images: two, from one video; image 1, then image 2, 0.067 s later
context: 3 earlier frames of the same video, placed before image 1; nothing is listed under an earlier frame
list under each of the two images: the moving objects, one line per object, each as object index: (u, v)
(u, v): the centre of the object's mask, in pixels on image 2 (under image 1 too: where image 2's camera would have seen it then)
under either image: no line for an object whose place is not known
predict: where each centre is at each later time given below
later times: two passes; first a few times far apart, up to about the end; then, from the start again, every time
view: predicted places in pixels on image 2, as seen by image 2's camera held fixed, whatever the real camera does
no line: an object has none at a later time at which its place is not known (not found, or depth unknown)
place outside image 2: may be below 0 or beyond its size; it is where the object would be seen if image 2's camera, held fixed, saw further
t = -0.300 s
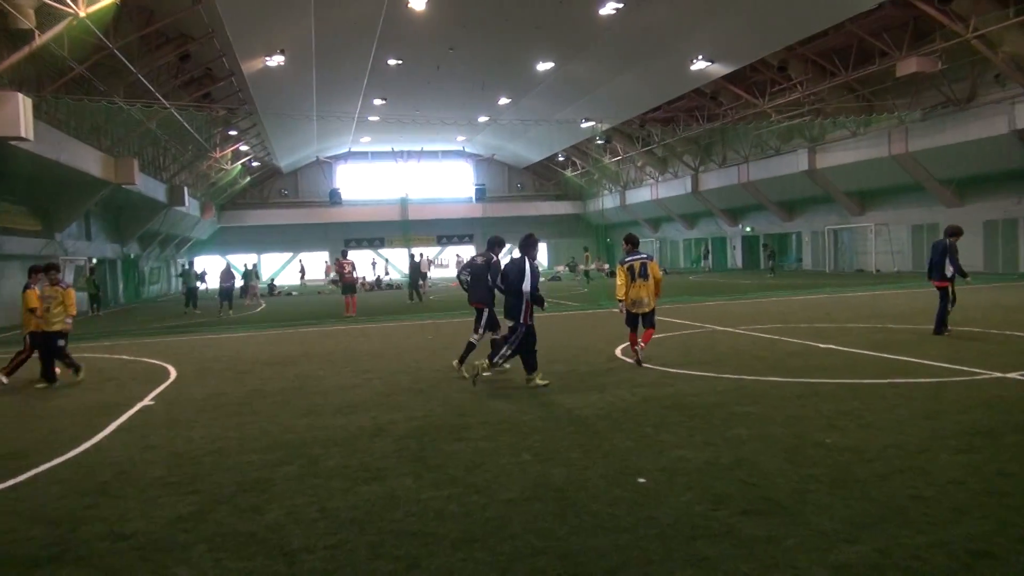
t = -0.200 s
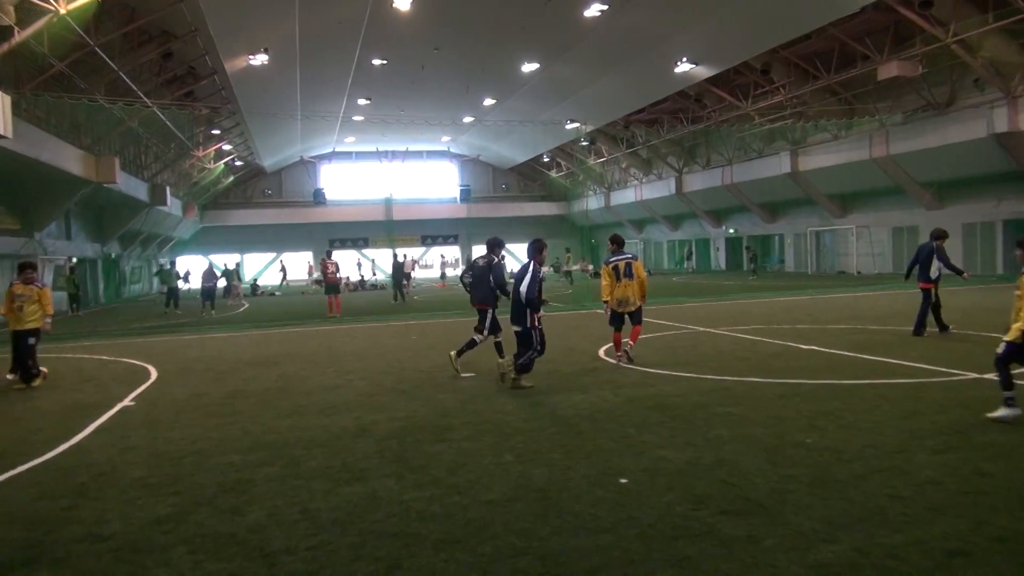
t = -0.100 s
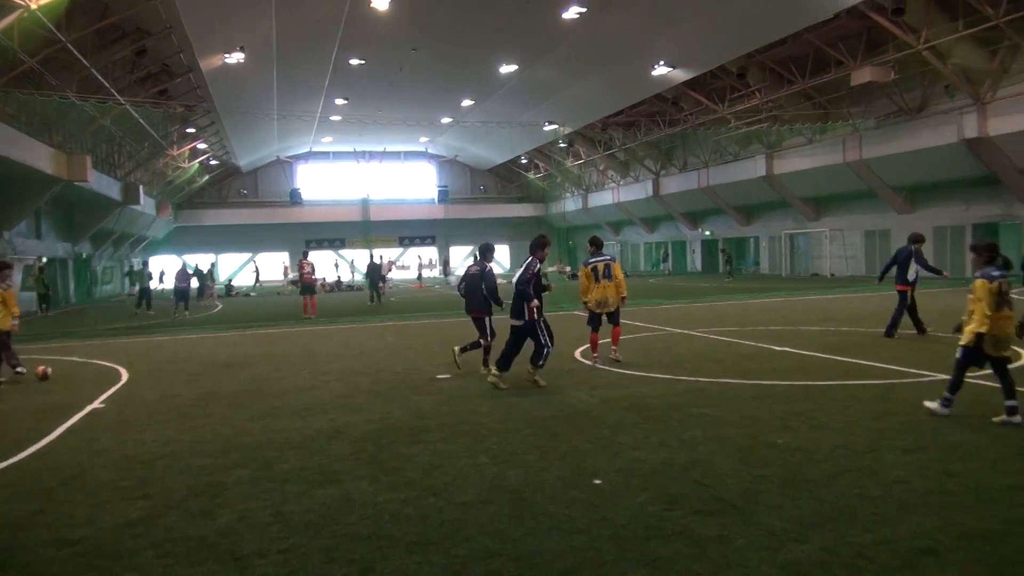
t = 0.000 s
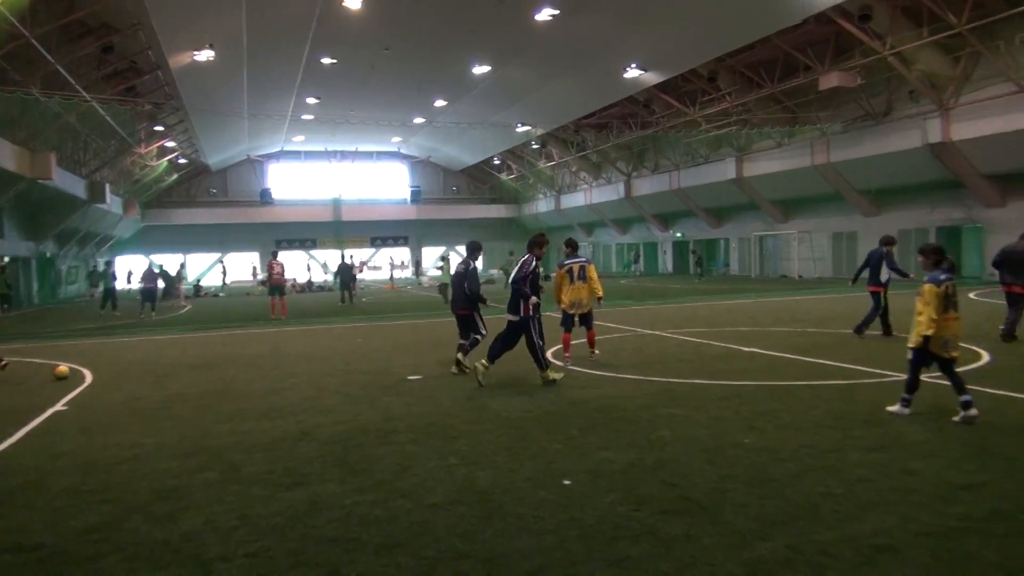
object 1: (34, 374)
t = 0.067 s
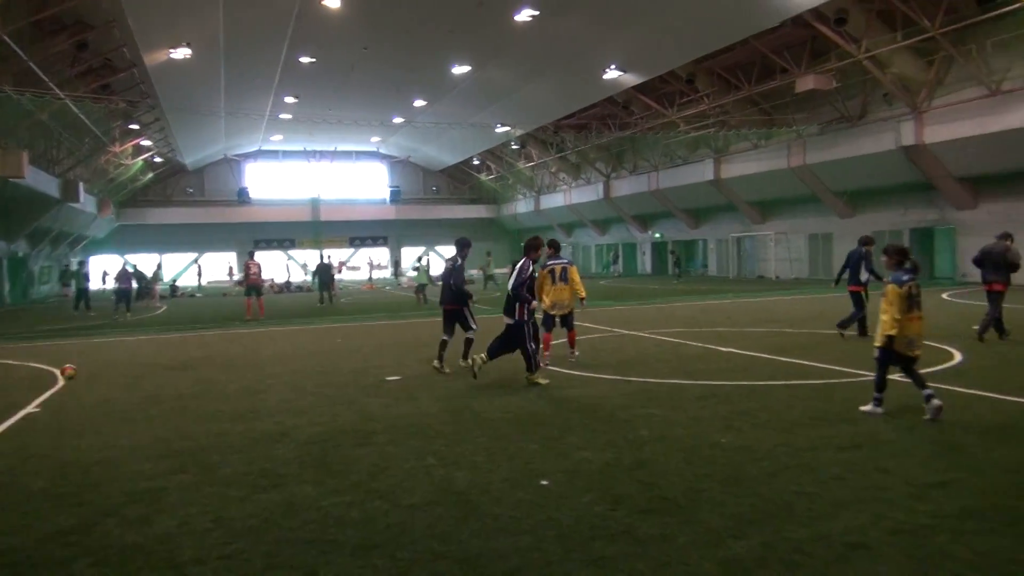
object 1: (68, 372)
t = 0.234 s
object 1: (146, 368)
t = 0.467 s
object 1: (236, 362)
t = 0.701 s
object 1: (313, 357)
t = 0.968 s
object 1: (394, 353)
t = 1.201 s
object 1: (460, 350)
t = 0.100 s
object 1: (85, 371)
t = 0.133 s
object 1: (101, 370)
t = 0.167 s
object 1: (117, 369)
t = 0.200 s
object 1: (133, 369)
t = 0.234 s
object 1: (146, 368)
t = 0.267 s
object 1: (161, 366)
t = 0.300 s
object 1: (174, 366)
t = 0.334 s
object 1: (188, 365)
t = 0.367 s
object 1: (200, 364)
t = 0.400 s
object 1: (212, 363)
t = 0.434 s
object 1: (224, 362)
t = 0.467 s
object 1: (236, 362)
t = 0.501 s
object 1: (248, 361)
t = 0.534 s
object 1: (259, 360)
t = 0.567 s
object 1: (270, 360)
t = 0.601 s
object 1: (281, 360)
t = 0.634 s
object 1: (292, 358)
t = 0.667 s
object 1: (303, 357)
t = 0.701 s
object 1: (313, 357)
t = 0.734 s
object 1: (324, 358)
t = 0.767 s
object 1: (334, 356)
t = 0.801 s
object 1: (344, 354)
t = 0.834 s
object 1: (354, 353)
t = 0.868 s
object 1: (364, 353)
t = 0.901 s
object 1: (374, 354)
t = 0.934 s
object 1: (385, 354)
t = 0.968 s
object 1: (394, 353)
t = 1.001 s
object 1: (404, 352)
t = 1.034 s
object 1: (413, 353)
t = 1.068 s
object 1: (423, 352)
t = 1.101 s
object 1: (432, 351)
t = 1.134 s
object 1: (441, 350)
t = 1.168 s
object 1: (450, 350)
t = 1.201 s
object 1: (460, 350)
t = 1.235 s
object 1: (469, 350)
